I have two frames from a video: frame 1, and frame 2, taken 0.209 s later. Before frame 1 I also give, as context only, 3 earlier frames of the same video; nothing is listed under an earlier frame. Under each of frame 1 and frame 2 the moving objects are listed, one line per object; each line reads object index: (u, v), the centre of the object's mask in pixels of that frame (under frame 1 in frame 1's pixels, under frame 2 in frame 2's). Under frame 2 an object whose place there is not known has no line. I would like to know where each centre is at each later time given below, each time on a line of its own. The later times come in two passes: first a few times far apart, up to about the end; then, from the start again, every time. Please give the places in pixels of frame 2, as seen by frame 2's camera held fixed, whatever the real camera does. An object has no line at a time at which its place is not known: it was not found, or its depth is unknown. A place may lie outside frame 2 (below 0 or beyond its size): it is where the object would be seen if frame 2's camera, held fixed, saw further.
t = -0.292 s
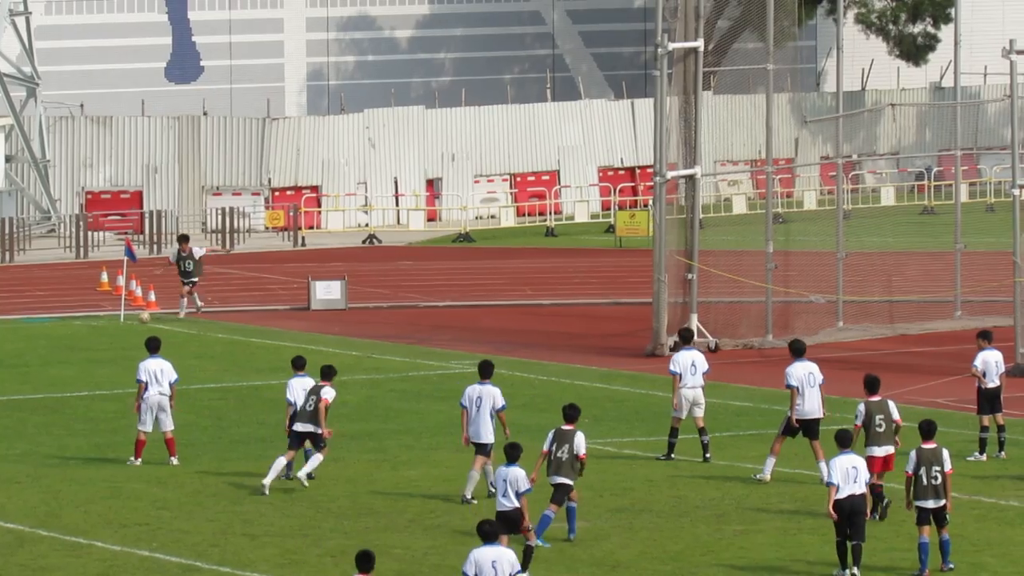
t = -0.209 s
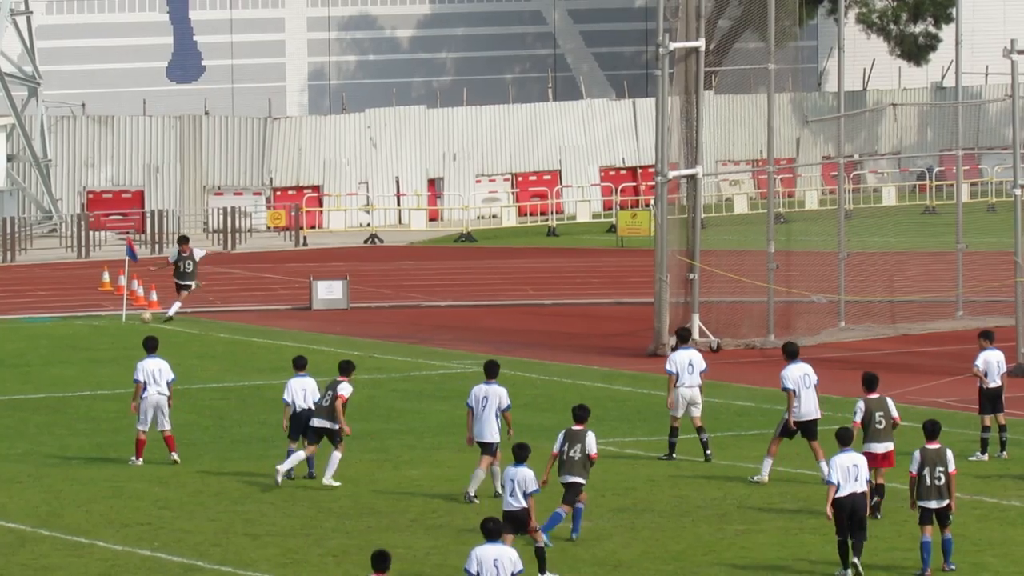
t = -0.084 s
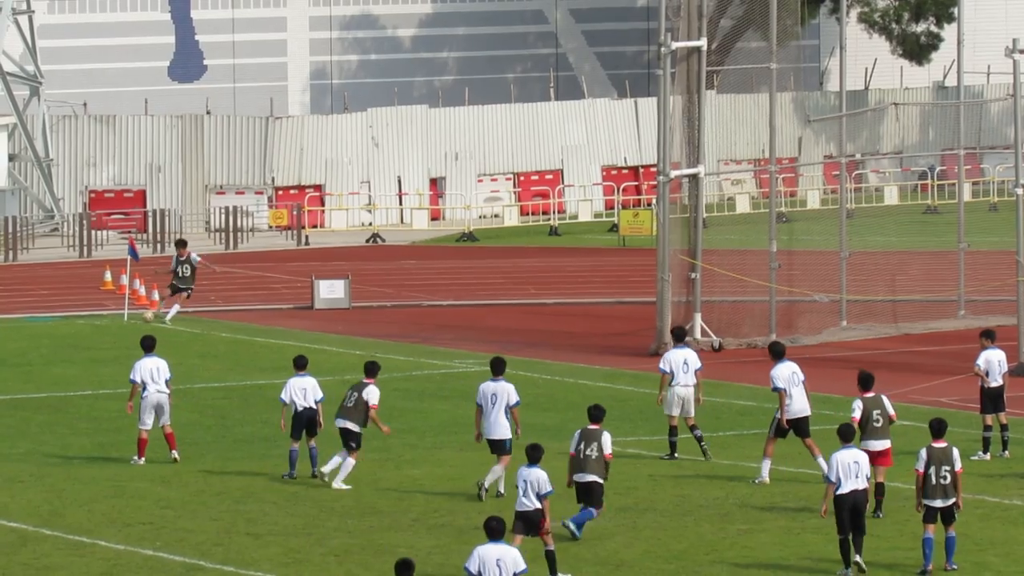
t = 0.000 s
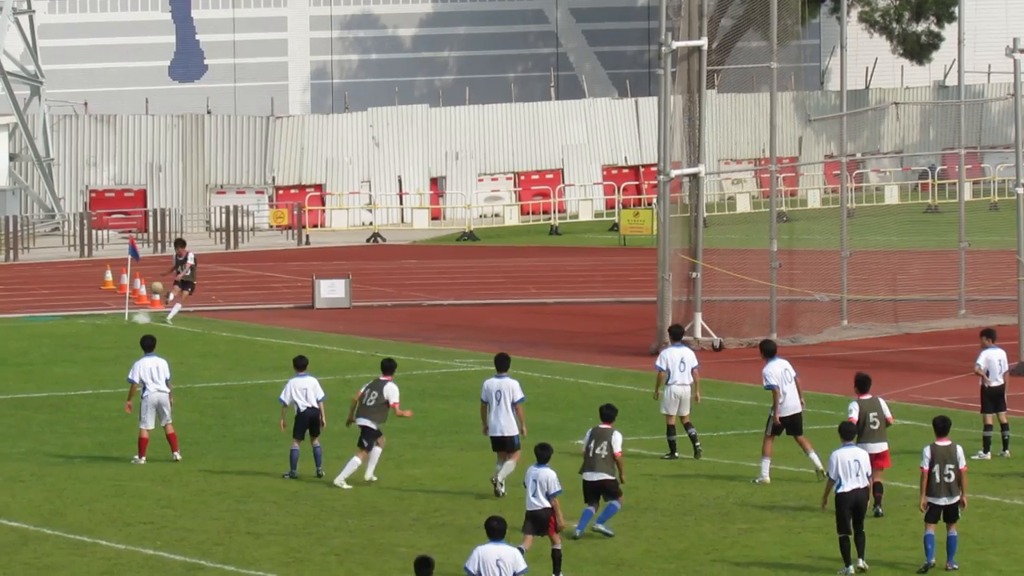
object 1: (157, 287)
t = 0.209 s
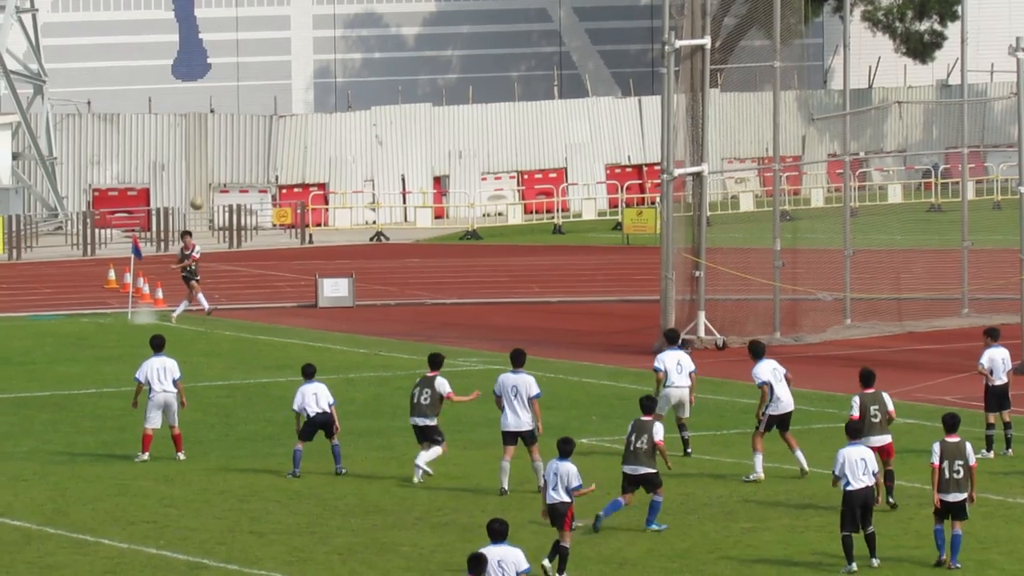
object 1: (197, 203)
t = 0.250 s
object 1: (207, 188)
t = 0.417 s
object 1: (252, 141)
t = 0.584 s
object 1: (309, 107)
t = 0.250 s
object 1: (207, 188)
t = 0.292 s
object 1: (217, 175)
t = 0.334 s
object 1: (228, 163)
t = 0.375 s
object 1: (239, 151)
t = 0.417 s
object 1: (252, 141)
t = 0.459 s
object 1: (265, 131)
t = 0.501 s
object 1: (278, 121)
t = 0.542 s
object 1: (294, 114)
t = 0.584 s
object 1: (309, 107)
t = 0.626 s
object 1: (324, 101)
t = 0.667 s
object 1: (341, 96)
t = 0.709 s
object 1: (358, 92)
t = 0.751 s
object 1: (375, 90)
